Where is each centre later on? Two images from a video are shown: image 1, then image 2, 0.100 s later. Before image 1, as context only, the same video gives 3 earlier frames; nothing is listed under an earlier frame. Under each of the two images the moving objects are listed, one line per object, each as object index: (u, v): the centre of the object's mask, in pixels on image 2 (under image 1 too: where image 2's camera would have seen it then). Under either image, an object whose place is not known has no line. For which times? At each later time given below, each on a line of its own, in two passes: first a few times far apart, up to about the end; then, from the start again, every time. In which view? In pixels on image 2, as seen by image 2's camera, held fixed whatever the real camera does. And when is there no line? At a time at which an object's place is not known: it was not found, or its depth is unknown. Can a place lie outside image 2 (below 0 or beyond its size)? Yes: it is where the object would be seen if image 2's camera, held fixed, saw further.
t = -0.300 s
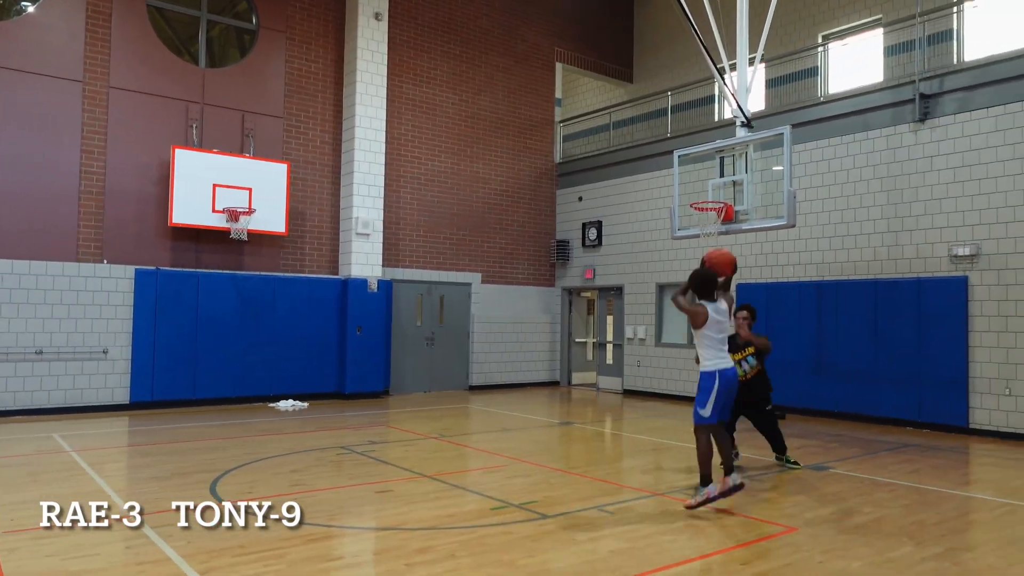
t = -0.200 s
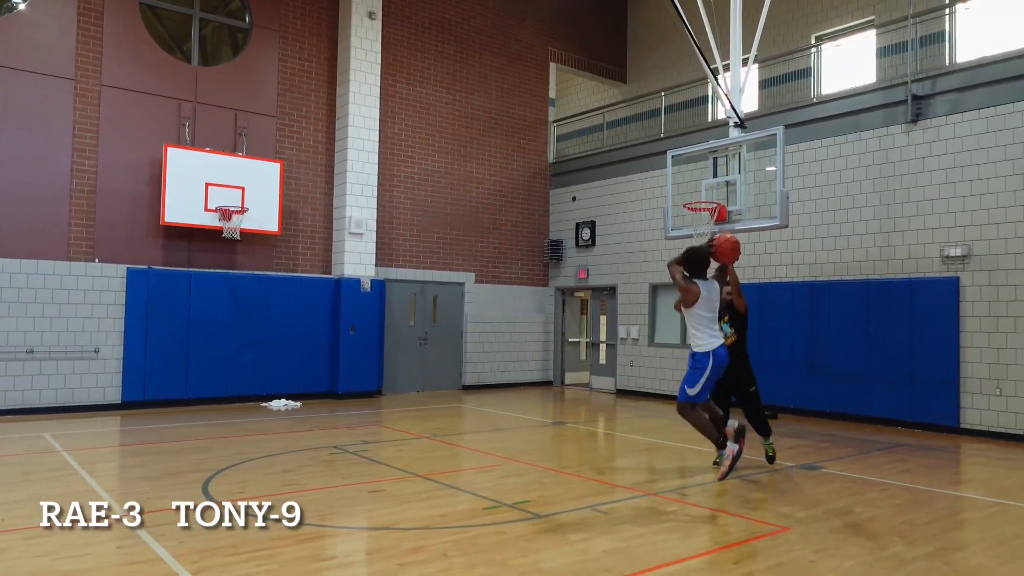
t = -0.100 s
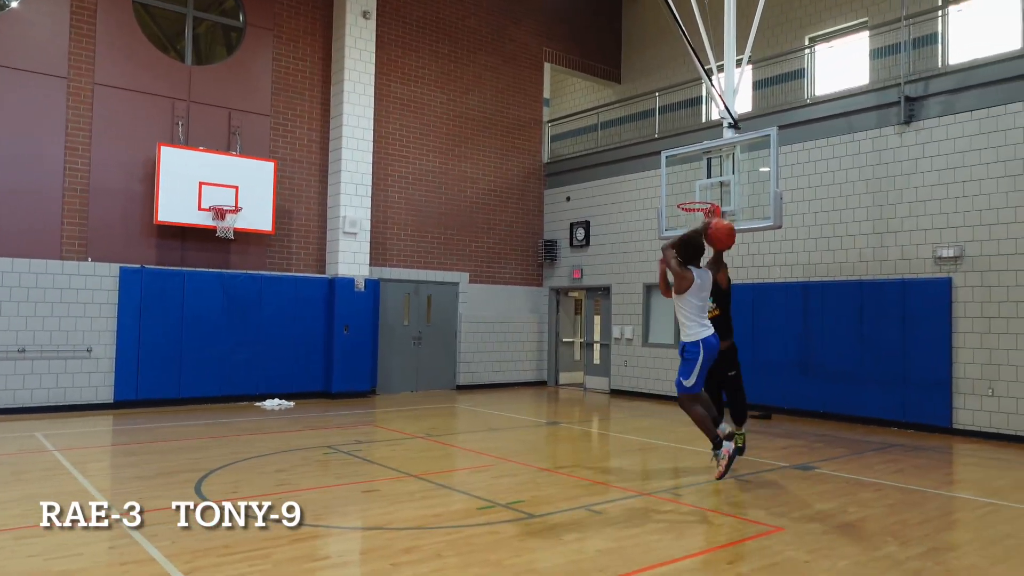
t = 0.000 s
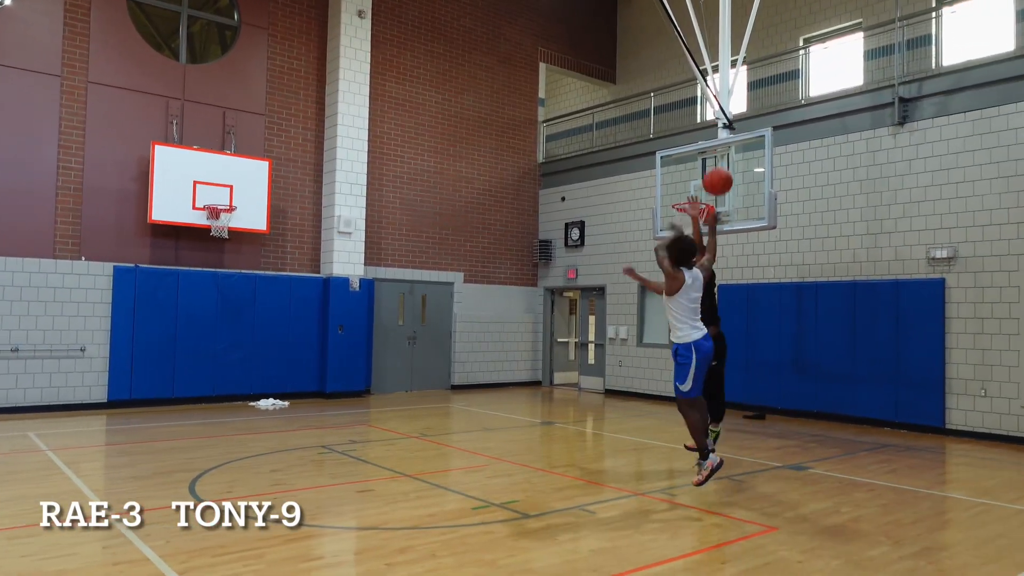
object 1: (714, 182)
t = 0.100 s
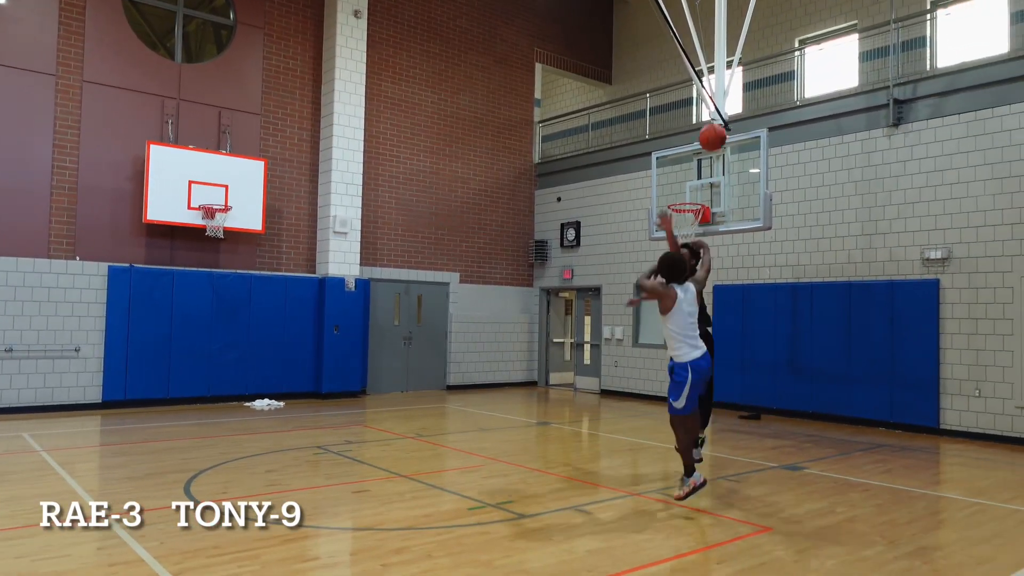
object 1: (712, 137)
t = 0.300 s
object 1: (711, 92)
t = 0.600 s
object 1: (708, 104)
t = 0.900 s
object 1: (706, 182)
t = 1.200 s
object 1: (690, 162)
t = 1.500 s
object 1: (658, 179)
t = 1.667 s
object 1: (638, 218)
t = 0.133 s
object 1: (712, 125)
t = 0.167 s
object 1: (712, 116)
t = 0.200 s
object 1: (712, 108)
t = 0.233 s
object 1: (712, 101)
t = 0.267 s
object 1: (711, 96)
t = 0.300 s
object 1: (711, 92)
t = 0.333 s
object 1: (711, 89)
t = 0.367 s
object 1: (711, 87)
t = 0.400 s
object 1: (710, 87)
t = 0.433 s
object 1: (710, 87)
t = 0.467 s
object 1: (710, 89)
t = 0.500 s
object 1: (710, 92)
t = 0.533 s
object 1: (709, 95)
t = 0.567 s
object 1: (709, 99)
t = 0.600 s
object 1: (708, 104)
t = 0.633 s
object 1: (708, 110)
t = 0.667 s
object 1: (707, 117)
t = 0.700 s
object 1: (707, 124)
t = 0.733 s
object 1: (707, 132)
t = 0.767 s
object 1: (707, 141)
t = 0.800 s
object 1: (707, 150)
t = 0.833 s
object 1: (706, 160)
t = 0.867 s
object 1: (706, 171)
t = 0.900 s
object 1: (706, 182)
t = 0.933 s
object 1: (705, 193)
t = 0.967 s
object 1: (706, 194)
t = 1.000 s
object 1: (708, 187)
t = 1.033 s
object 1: (708, 182)
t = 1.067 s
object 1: (704, 176)
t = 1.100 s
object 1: (701, 172)
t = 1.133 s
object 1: (697, 168)
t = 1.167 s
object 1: (694, 165)
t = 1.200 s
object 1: (690, 162)
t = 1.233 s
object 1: (687, 161)
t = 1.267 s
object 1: (684, 161)
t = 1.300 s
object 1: (680, 160)
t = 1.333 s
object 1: (677, 162)
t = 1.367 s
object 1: (673, 163)
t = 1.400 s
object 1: (669, 165)
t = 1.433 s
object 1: (666, 169)
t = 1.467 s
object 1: (661, 174)
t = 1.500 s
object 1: (658, 179)
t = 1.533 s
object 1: (654, 185)
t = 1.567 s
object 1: (650, 192)
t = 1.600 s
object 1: (646, 200)
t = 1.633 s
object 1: (642, 209)
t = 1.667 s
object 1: (638, 218)
